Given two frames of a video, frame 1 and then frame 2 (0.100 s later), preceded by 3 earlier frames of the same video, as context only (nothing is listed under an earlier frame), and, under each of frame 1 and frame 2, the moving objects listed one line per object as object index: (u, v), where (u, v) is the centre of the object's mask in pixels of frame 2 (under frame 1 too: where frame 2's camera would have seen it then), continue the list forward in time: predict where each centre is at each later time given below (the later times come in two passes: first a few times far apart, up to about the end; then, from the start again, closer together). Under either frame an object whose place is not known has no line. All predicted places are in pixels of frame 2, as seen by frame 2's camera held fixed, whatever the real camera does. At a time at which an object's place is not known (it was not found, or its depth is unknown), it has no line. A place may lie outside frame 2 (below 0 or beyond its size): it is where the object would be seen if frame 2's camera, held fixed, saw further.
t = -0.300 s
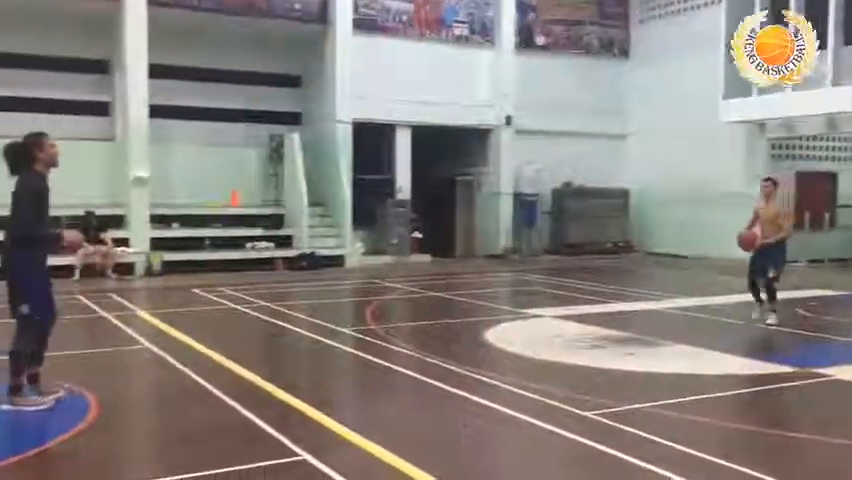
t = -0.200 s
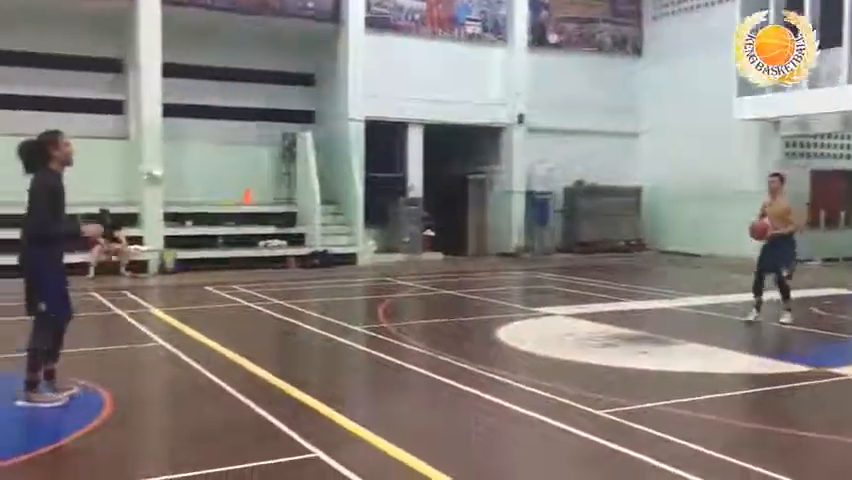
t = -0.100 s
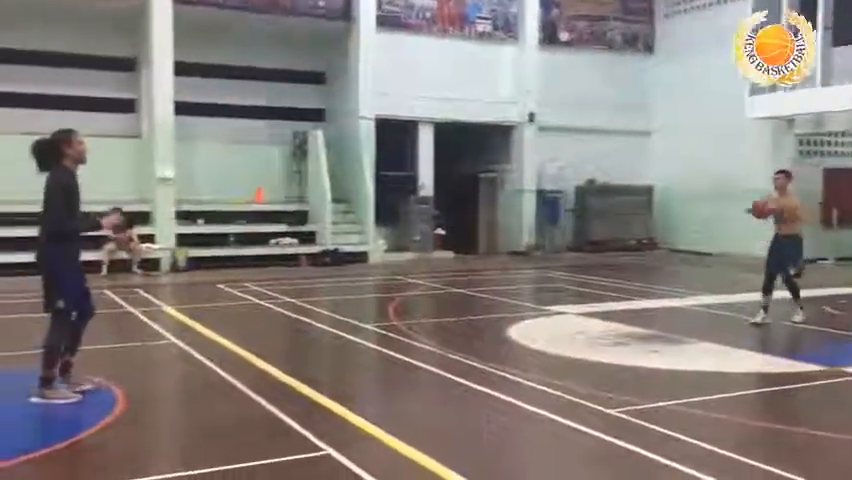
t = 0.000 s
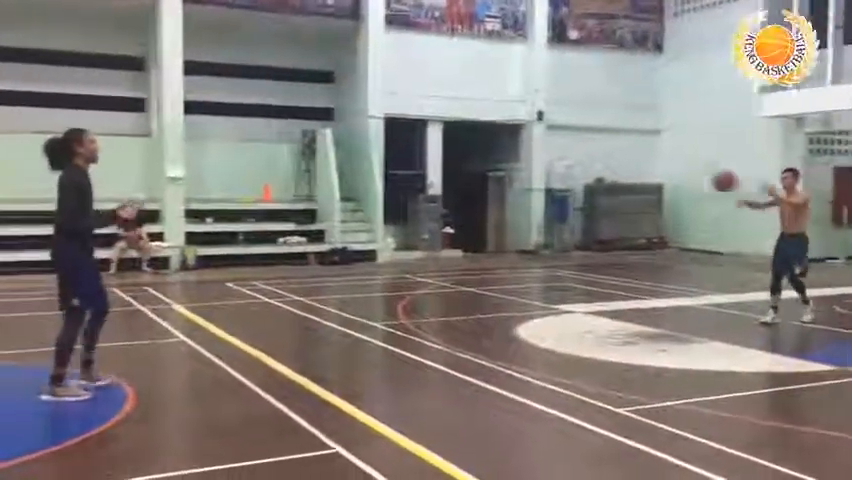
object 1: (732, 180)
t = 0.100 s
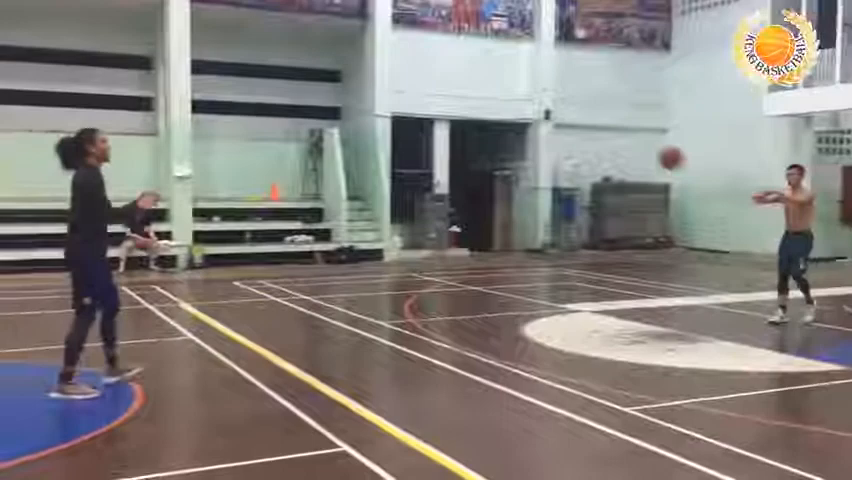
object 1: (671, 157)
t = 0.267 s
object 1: (557, 137)
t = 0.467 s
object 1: (394, 143)
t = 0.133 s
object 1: (649, 152)
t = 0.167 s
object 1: (626, 147)
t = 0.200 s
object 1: (604, 141)
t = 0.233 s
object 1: (580, 139)
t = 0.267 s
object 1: (557, 137)
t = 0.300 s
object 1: (529, 135)
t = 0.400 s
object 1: (451, 135)
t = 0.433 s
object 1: (416, 136)
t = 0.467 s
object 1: (394, 143)
